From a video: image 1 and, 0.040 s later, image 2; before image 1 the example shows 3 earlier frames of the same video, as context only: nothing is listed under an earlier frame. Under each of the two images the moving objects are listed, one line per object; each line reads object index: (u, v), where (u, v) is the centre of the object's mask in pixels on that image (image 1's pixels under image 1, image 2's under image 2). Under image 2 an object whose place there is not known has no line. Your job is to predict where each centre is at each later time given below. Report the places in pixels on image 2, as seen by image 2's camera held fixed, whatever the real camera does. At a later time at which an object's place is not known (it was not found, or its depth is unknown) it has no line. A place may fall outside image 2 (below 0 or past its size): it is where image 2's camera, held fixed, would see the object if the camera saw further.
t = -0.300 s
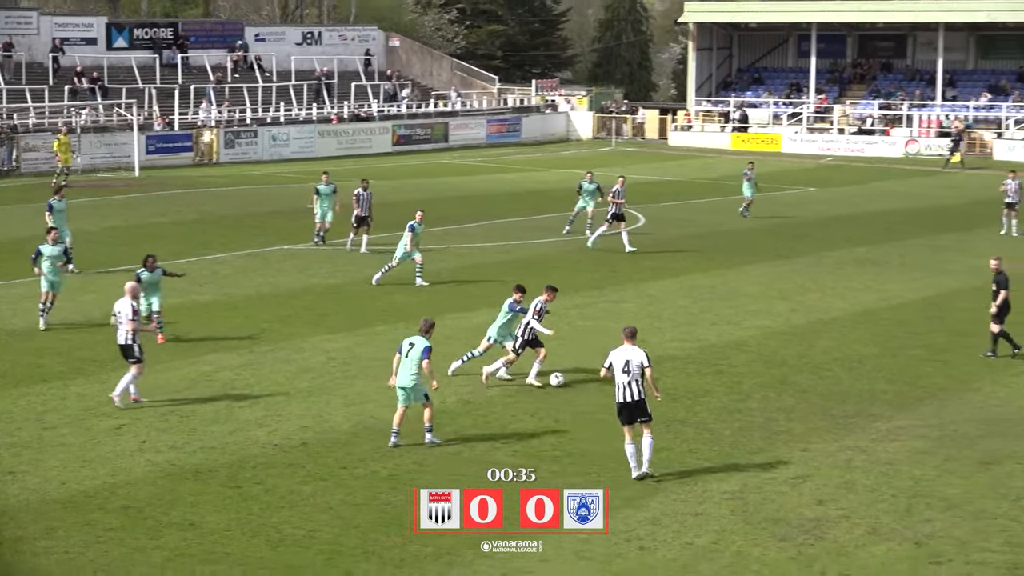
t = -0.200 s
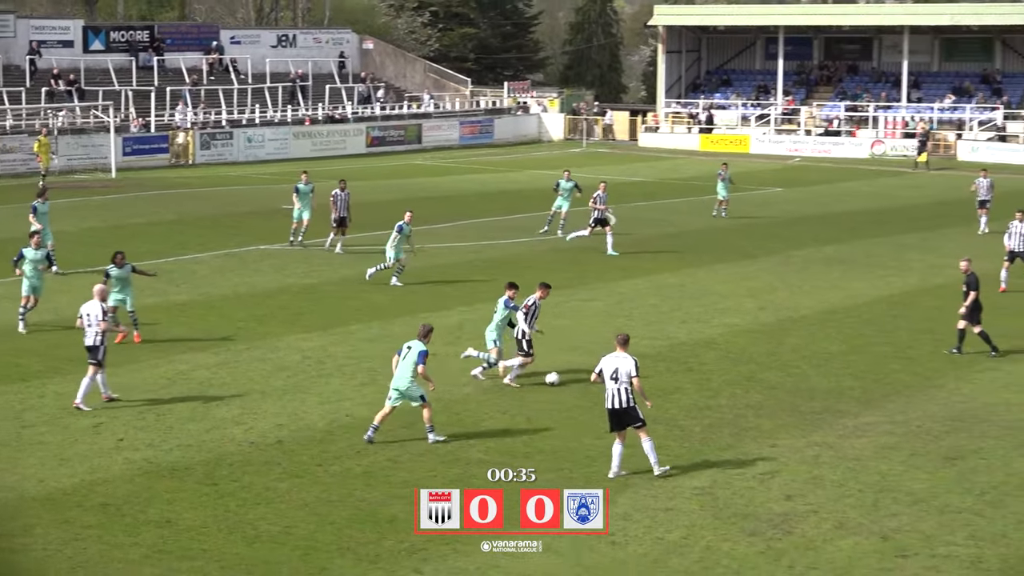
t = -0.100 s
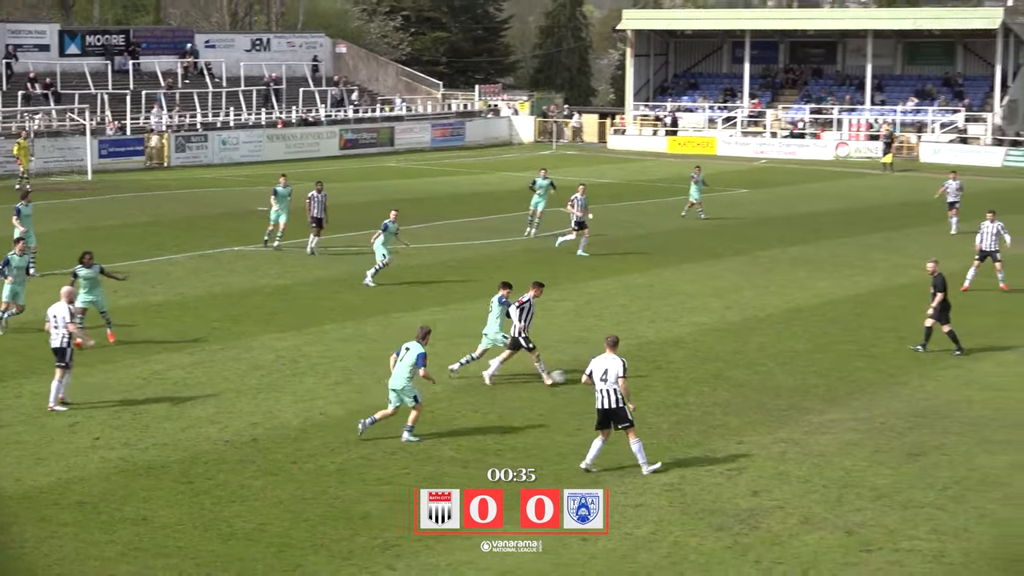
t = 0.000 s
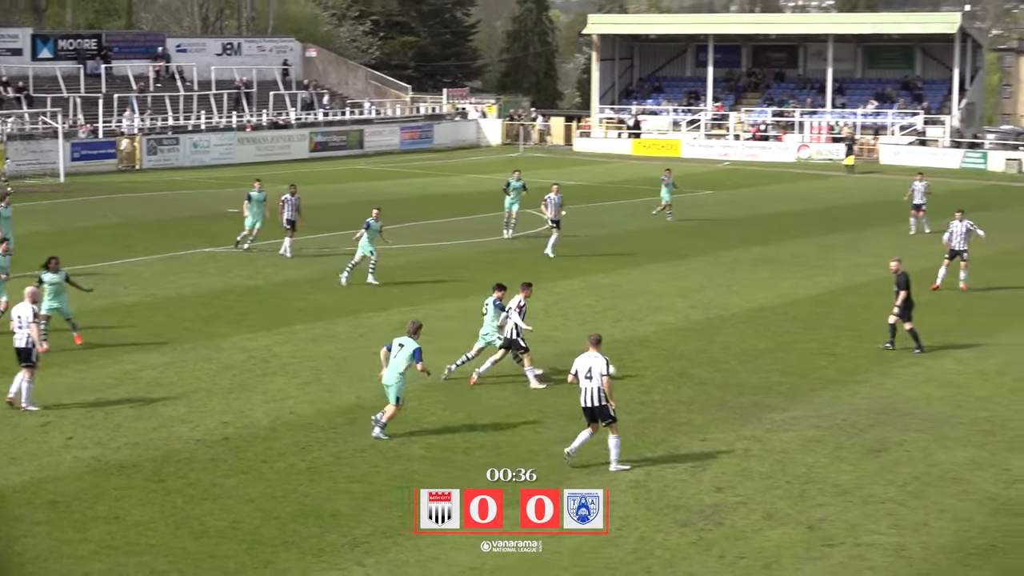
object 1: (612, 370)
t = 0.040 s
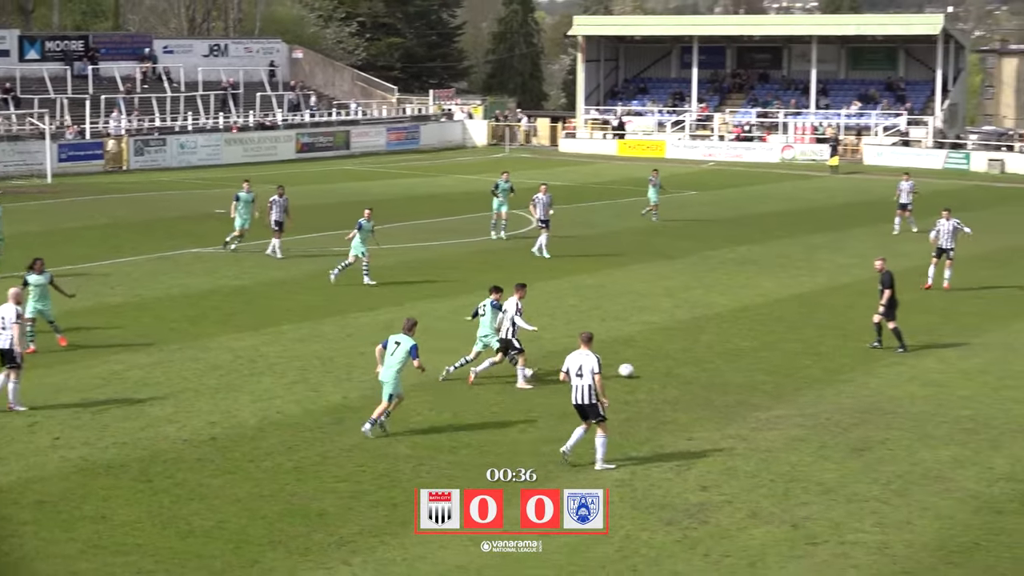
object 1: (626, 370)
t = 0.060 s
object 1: (641, 370)
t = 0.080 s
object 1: (657, 370)
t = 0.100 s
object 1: (671, 368)
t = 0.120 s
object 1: (684, 367)
